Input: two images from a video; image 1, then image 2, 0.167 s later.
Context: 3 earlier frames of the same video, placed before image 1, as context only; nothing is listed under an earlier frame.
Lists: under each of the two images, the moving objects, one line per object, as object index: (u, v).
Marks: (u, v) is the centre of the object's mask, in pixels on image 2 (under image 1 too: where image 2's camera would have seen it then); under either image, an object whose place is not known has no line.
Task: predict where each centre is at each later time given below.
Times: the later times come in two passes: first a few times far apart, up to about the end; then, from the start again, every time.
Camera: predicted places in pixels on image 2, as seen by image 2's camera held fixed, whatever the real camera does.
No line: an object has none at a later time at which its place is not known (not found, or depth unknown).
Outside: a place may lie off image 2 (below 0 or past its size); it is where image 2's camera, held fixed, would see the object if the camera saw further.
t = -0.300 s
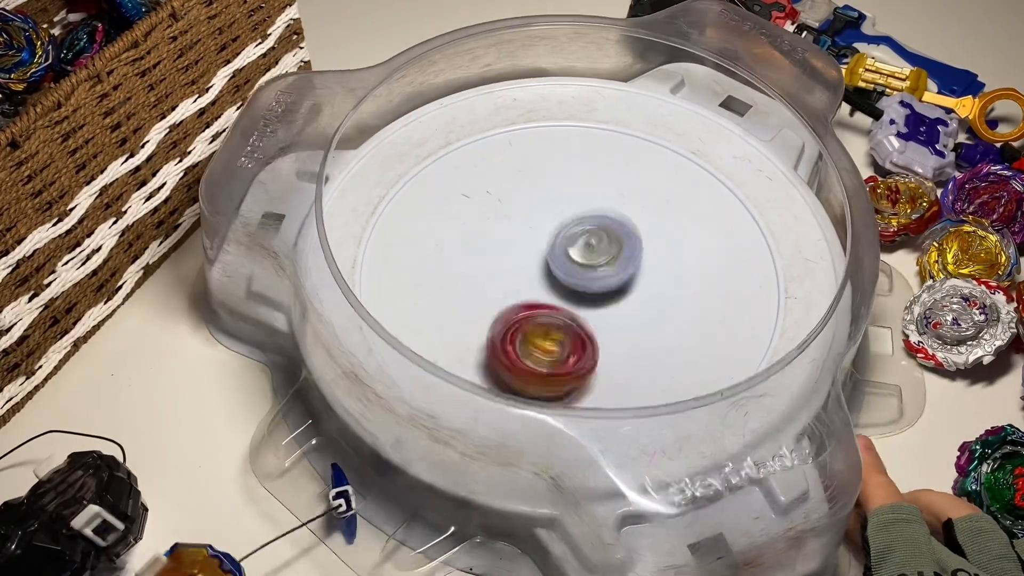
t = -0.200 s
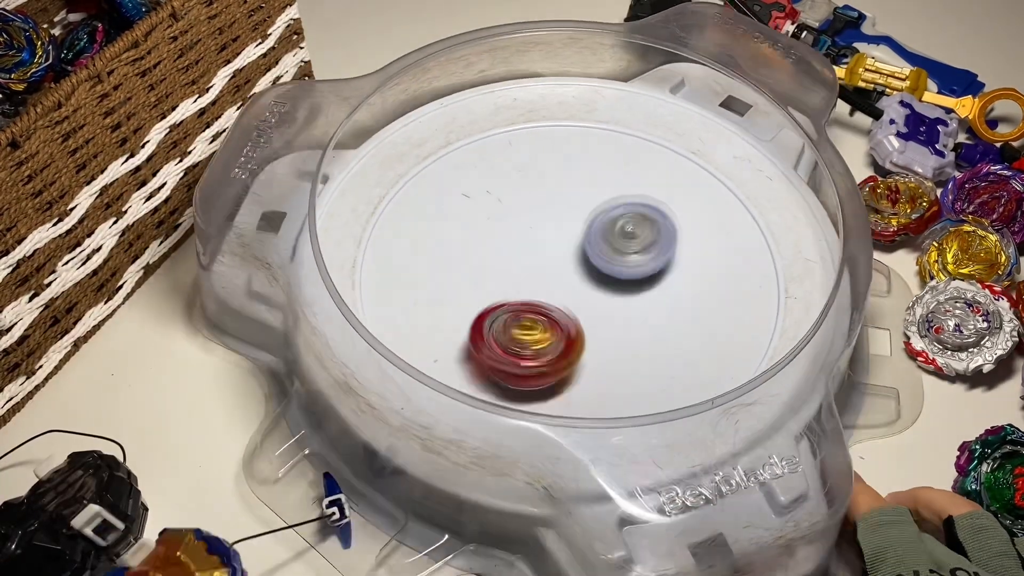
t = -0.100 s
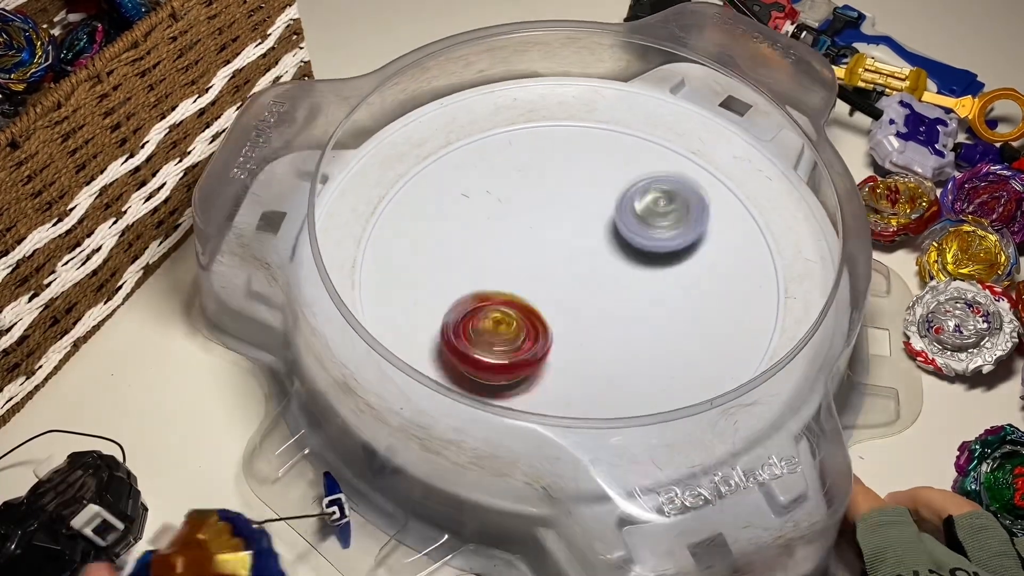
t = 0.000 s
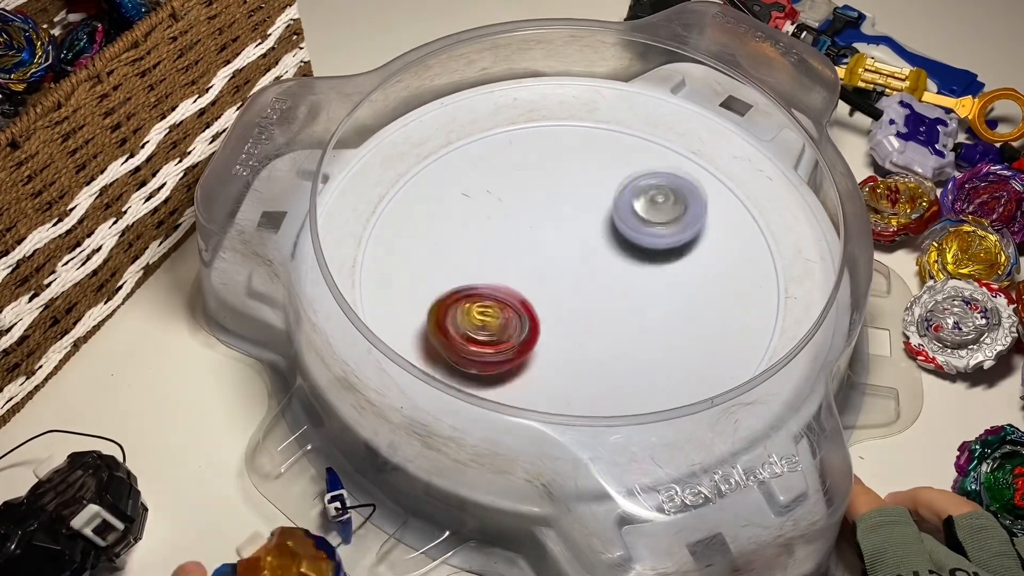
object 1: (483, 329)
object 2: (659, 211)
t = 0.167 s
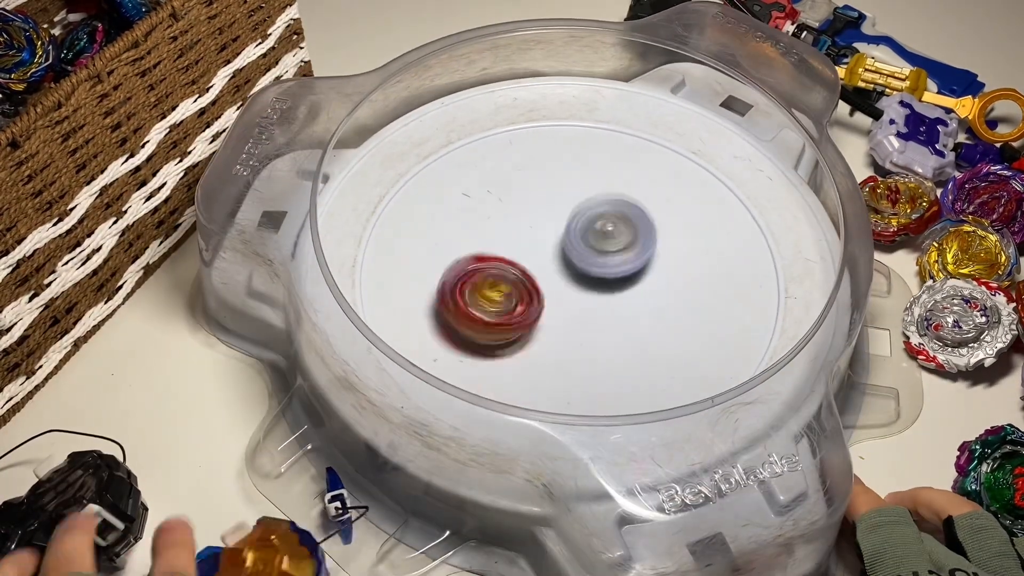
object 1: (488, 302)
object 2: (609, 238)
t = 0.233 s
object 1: (494, 289)
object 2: (588, 252)
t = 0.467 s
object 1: (326, 259)
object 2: (766, 218)
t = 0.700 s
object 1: (379, 248)
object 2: (623, 263)
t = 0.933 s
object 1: (451, 218)
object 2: (565, 322)
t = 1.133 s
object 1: (512, 209)
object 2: (596, 359)
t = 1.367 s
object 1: (585, 215)
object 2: (600, 321)
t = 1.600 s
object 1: (671, 201)
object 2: (520, 289)
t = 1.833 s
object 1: (669, 233)
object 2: (458, 281)
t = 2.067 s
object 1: (606, 297)
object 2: (497, 262)
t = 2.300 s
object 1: (601, 367)
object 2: (531, 192)
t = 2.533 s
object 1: (588, 348)
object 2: (561, 178)
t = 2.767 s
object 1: (547, 291)
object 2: (607, 237)
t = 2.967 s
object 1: (487, 263)
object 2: (648, 251)
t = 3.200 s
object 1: (533, 282)
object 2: (626, 236)
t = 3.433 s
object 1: (541, 280)
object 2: (646, 212)
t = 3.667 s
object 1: (537, 286)
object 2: (638, 239)
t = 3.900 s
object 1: (535, 289)
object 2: (634, 278)
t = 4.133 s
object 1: (512, 289)
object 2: (619, 327)
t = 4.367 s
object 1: (498, 264)
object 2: (561, 360)
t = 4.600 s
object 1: (522, 245)
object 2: (516, 366)
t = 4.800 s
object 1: (557, 233)
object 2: (455, 327)
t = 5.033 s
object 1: (591, 234)
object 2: (408, 278)
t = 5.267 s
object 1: (591, 245)
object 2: (464, 208)
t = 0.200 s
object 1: (492, 294)
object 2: (597, 246)
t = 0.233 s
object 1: (494, 289)
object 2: (588, 252)
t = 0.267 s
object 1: (446, 286)
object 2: (629, 247)
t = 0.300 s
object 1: (403, 281)
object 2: (667, 240)
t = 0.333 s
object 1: (376, 271)
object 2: (703, 234)
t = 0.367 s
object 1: (358, 261)
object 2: (733, 228)
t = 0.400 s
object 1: (341, 265)
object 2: (756, 222)
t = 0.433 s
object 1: (331, 262)
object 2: (768, 217)
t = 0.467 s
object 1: (326, 259)
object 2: (766, 218)
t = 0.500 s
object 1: (324, 257)
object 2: (758, 224)
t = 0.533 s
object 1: (325, 255)
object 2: (745, 230)
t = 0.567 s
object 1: (330, 254)
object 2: (725, 235)
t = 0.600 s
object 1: (336, 252)
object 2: (702, 244)
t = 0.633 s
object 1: (345, 253)
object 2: (676, 251)
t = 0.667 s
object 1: (356, 251)
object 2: (650, 257)
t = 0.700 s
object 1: (379, 248)
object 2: (623, 263)
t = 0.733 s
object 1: (393, 249)
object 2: (593, 268)
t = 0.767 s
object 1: (413, 252)
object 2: (565, 274)
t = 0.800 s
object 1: (438, 253)
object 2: (540, 278)
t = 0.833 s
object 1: (440, 243)
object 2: (543, 284)
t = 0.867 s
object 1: (440, 232)
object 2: (551, 298)
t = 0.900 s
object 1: (444, 223)
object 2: (559, 312)
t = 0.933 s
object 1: (451, 218)
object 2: (565, 322)
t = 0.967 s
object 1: (457, 213)
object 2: (571, 332)
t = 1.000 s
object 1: (467, 208)
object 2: (579, 341)
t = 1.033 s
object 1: (476, 209)
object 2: (583, 348)
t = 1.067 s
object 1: (488, 205)
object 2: (589, 354)
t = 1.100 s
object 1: (499, 208)
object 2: (595, 357)
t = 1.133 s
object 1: (512, 209)
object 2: (596, 359)
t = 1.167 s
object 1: (524, 210)
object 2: (602, 359)
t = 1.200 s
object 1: (536, 210)
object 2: (603, 356)
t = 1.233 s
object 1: (549, 210)
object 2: (604, 352)
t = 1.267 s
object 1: (559, 212)
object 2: (605, 344)
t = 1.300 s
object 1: (569, 213)
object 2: (603, 336)
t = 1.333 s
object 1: (579, 215)
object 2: (603, 327)
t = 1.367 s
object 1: (585, 215)
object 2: (600, 321)
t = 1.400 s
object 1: (595, 216)
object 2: (599, 310)
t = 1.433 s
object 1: (604, 215)
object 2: (593, 298)
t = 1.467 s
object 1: (615, 214)
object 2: (589, 289)
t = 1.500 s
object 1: (632, 211)
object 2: (569, 289)
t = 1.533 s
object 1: (648, 205)
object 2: (552, 290)
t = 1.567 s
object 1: (661, 201)
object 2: (534, 290)
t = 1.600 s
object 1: (671, 201)
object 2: (520, 289)
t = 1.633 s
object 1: (677, 202)
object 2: (505, 289)
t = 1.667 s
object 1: (680, 204)
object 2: (492, 289)
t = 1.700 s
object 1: (682, 208)
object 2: (481, 288)
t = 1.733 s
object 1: (681, 213)
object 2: (471, 286)
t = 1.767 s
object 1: (680, 219)
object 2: (466, 285)
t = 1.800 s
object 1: (676, 226)
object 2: (459, 283)
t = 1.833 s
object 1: (669, 233)
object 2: (458, 281)
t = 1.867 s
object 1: (663, 242)
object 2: (456, 279)
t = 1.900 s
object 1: (656, 251)
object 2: (459, 277)
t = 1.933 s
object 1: (647, 258)
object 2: (463, 275)
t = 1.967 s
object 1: (638, 270)
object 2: (468, 271)
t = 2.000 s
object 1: (628, 278)
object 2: (477, 269)
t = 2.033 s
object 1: (617, 289)
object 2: (486, 266)
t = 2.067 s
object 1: (606, 297)
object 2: (497, 262)
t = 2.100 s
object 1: (596, 308)
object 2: (510, 261)
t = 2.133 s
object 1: (592, 322)
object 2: (516, 250)
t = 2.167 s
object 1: (594, 340)
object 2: (519, 236)
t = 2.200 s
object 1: (597, 352)
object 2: (522, 224)
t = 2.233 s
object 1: (597, 362)
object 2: (523, 211)
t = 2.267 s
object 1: (601, 364)
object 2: (527, 201)
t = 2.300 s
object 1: (601, 367)
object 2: (531, 192)
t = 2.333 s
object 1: (603, 369)
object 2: (534, 184)
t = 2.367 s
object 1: (602, 370)
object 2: (538, 177)
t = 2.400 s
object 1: (604, 368)
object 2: (542, 174)
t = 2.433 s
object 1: (600, 367)
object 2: (547, 173)
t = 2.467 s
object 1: (596, 361)
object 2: (550, 173)
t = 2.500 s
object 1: (595, 354)
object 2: (555, 174)
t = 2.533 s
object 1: (588, 348)
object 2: (561, 178)
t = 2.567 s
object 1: (585, 342)
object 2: (566, 185)
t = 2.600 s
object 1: (578, 333)
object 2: (570, 192)
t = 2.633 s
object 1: (575, 325)
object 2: (575, 199)
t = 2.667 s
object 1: (570, 315)
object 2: (582, 209)
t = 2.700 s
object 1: (567, 308)
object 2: (587, 221)
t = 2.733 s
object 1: (560, 300)
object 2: (595, 230)
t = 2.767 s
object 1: (547, 291)
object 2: (607, 237)
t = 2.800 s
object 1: (533, 282)
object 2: (619, 242)
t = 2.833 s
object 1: (517, 275)
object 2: (630, 245)
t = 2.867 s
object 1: (505, 267)
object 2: (638, 248)
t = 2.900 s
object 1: (495, 264)
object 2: (644, 250)
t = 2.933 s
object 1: (488, 262)
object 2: (647, 251)
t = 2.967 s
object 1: (487, 263)
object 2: (648, 251)
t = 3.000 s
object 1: (490, 264)
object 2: (647, 250)
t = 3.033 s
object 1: (495, 267)
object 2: (643, 250)
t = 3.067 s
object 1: (502, 269)
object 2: (638, 248)
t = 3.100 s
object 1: (511, 273)
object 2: (632, 246)
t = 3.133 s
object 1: (521, 276)
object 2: (626, 244)
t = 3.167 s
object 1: (532, 279)
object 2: (621, 242)
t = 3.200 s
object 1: (533, 282)
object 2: (626, 236)
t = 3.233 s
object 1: (534, 284)
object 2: (631, 230)
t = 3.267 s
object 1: (535, 282)
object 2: (636, 224)
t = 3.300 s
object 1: (535, 285)
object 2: (640, 219)
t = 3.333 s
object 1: (535, 284)
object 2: (643, 216)
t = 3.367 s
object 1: (535, 283)
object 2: (645, 213)
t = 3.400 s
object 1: (537, 282)
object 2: (646, 211)
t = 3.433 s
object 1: (541, 280)
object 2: (646, 212)
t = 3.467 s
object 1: (545, 280)
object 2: (645, 213)
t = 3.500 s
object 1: (547, 281)
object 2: (642, 217)
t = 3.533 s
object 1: (549, 281)
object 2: (639, 221)
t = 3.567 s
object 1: (550, 279)
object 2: (635, 227)
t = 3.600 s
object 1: (551, 281)
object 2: (631, 233)
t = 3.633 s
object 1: (542, 286)
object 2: (635, 236)
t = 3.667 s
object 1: (537, 286)
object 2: (638, 239)
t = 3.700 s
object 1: (533, 288)
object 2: (641, 243)
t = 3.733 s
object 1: (532, 289)
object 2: (643, 249)
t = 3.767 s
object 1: (533, 289)
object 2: (644, 254)
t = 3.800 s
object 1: (533, 289)
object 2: (644, 260)
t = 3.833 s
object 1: (534, 289)
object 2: (642, 266)
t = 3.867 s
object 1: (534, 288)
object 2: (639, 271)
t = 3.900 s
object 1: (535, 289)
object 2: (634, 278)
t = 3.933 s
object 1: (535, 290)
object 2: (630, 285)
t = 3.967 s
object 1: (532, 290)
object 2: (628, 292)
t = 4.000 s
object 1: (525, 289)
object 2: (631, 300)
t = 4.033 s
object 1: (519, 288)
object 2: (632, 306)
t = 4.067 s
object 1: (516, 288)
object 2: (629, 314)
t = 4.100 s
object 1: (514, 289)
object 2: (624, 321)
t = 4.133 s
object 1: (512, 289)
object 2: (619, 327)
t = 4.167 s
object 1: (512, 289)
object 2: (614, 332)
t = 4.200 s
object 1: (512, 290)
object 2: (605, 334)
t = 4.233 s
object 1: (511, 290)
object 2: (594, 337)
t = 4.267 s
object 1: (509, 287)
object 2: (583, 338)
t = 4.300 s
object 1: (508, 285)
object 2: (572, 337)
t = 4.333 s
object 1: (502, 277)
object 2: (568, 348)
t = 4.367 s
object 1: (498, 264)
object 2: (561, 360)
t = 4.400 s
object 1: (496, 255)
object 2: (557, 368)
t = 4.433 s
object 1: (495, 248)
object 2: (550, 375)
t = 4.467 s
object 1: (499, 240)
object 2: (543, 377)
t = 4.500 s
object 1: (504, 238)
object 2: (538, 378)
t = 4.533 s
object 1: (511, 238)
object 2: (528, 377)
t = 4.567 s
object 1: (517, 240)
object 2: (522, 373)
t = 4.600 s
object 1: (522, 245)
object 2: (516, 366)
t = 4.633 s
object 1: (524, 250)
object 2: (508, 358)
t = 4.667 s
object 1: (524, 253)
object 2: (504, 347)
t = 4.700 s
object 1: (526, 256)
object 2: (498, 334)
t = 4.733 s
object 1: (530, 252)
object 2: (490, 328)
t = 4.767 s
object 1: (543, 238)
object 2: (470, 329)
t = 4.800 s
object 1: (557, 233)
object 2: (455, 327)
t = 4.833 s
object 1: (571, 227)
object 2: (439, 324)
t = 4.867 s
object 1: (582, 227)
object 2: (426, 319)
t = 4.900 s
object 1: (590, 227)
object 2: (418, 313)
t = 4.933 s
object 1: (593, 228)
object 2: (409, 305)
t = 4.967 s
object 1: (594, 230)
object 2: (406, 298)
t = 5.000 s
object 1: (593, 232)
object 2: (406, 289)
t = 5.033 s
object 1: (591, 234)
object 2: (408, 278)
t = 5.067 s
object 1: (587, 235)
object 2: (414, 272)
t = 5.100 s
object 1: (582, 236)
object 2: (423, 263)
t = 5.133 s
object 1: (576, 235)
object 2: (433, 252)
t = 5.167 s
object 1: (571, 235)
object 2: (447, 244)
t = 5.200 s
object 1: (568, 235)
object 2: (460, 236)
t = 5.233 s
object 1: (566, 237)
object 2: (473, 227)
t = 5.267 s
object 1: (591, 245)
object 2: (464, 208)
